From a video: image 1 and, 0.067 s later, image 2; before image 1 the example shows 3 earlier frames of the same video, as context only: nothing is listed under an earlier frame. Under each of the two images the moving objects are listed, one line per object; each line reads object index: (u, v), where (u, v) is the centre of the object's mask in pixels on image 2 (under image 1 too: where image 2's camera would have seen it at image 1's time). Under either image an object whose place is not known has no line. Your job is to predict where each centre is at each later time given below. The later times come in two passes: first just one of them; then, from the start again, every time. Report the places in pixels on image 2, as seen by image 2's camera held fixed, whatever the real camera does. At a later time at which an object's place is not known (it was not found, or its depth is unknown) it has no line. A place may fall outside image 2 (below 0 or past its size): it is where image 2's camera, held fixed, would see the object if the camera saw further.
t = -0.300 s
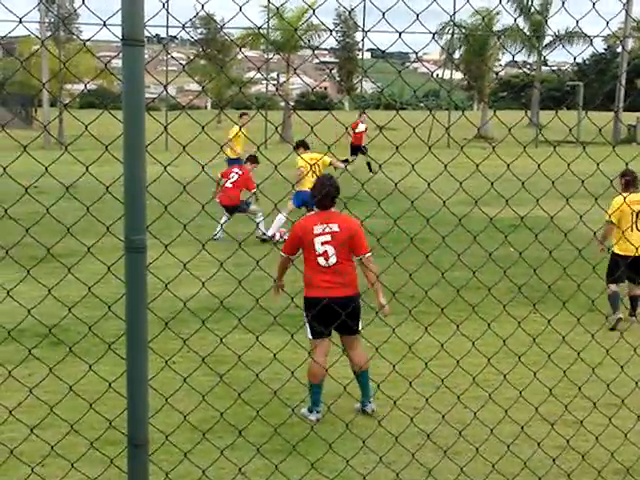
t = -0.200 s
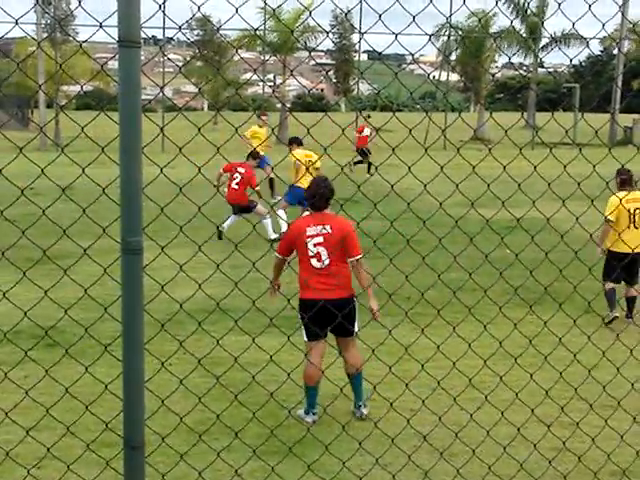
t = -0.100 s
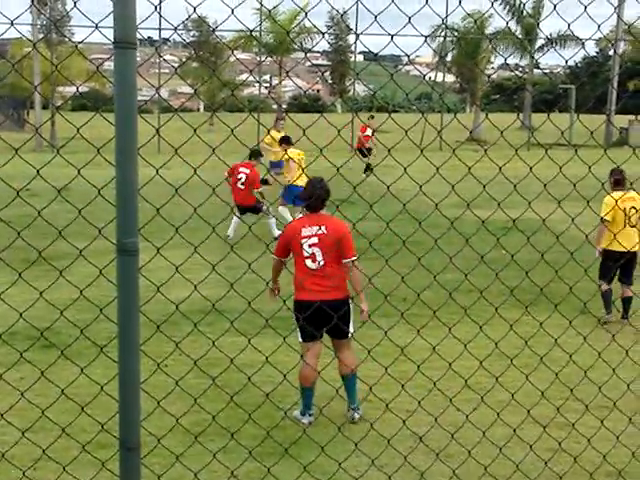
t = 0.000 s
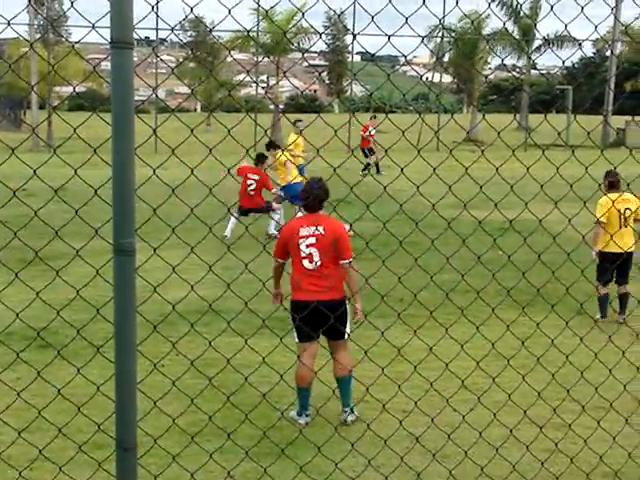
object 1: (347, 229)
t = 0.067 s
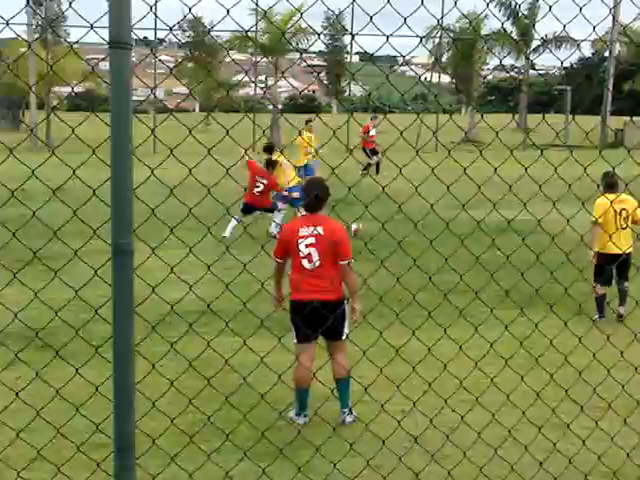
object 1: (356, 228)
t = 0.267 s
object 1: (389, 226)
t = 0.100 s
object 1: (361, 228)
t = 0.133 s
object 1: (366, 229)
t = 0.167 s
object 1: (372, 227)
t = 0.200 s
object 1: (379, 227)
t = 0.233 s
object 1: (382, 227)
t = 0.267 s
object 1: (389, 226)
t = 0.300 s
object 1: (392, 226)
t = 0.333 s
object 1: (396, 226)
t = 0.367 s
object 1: (402, 227)
